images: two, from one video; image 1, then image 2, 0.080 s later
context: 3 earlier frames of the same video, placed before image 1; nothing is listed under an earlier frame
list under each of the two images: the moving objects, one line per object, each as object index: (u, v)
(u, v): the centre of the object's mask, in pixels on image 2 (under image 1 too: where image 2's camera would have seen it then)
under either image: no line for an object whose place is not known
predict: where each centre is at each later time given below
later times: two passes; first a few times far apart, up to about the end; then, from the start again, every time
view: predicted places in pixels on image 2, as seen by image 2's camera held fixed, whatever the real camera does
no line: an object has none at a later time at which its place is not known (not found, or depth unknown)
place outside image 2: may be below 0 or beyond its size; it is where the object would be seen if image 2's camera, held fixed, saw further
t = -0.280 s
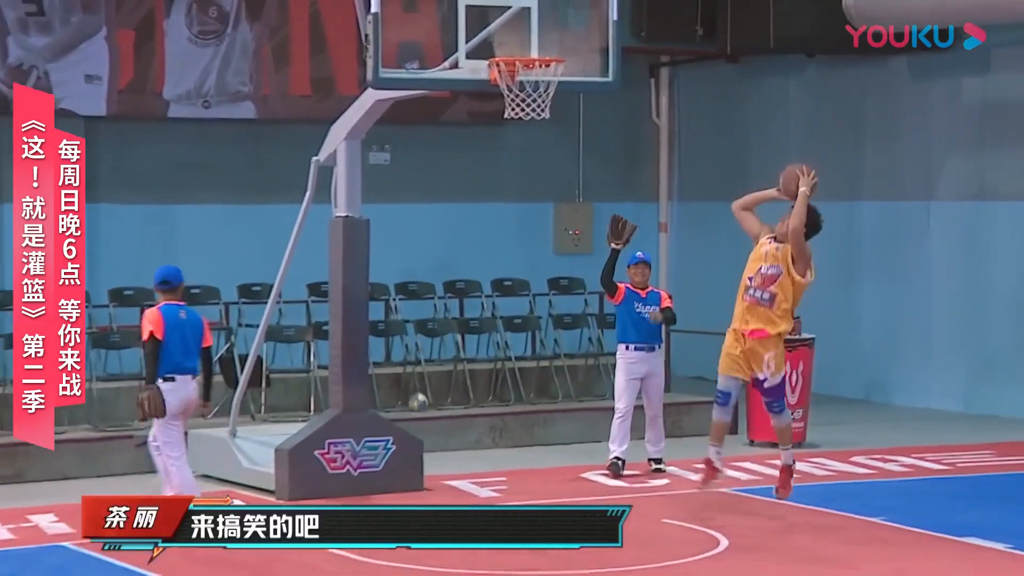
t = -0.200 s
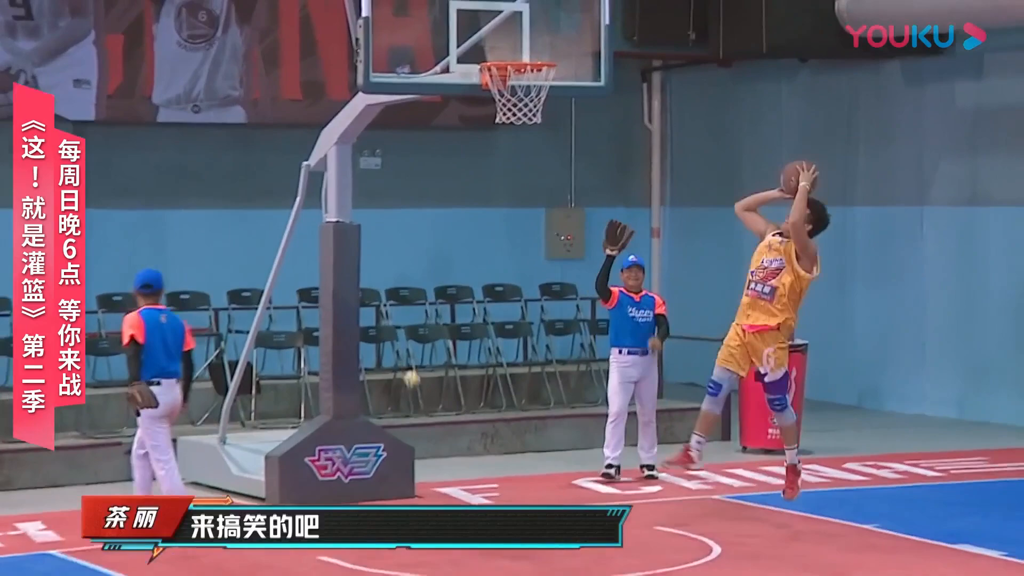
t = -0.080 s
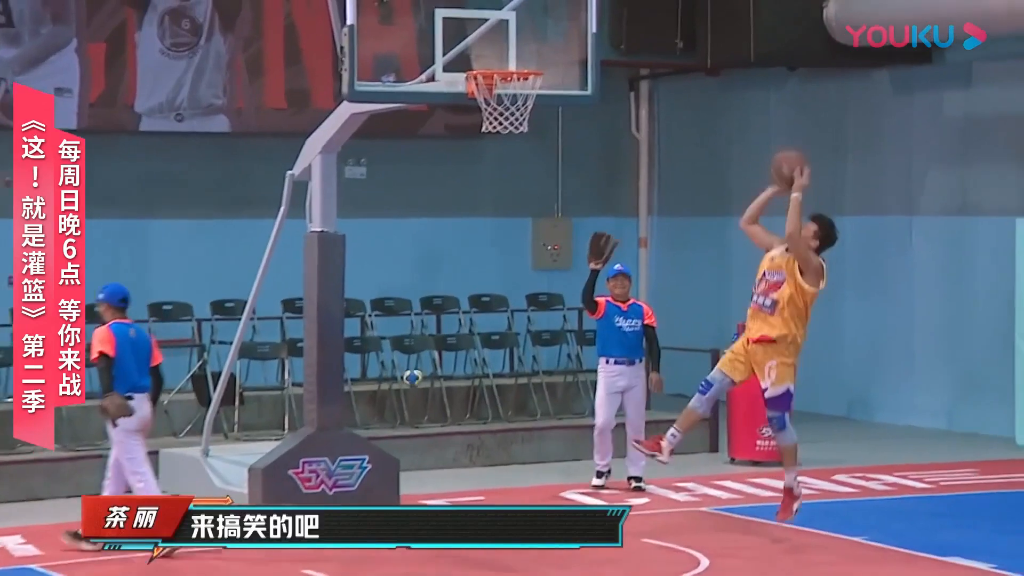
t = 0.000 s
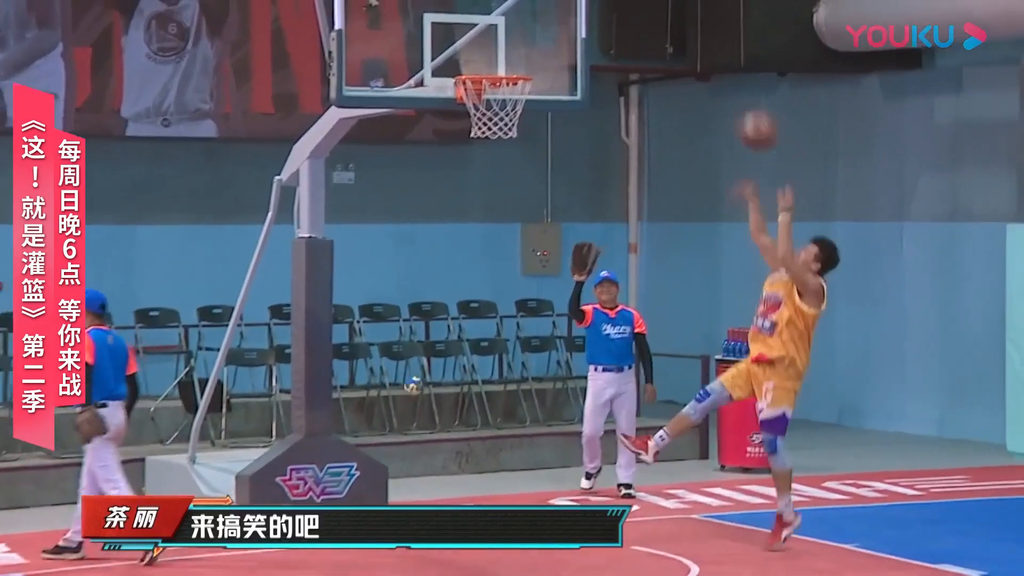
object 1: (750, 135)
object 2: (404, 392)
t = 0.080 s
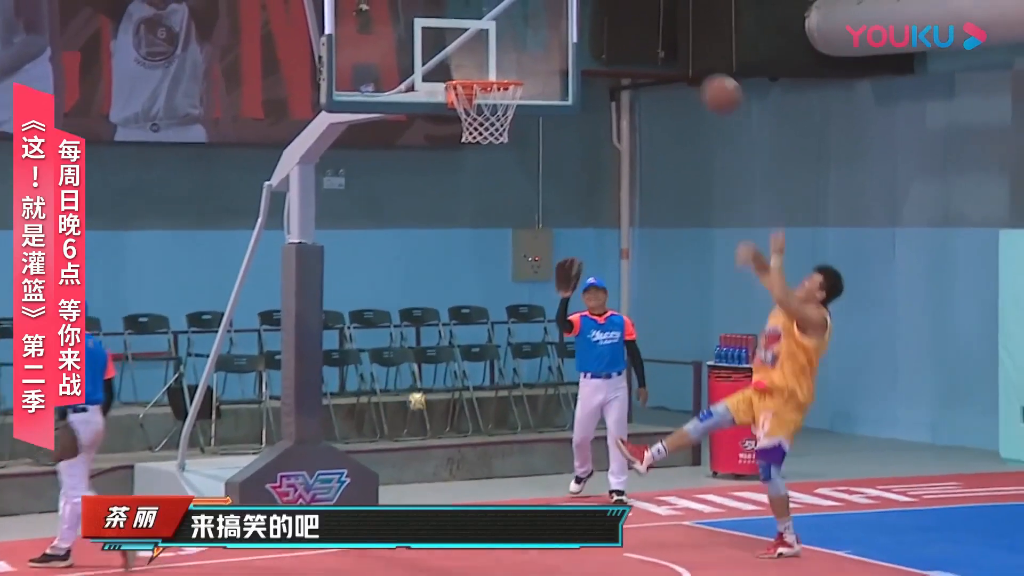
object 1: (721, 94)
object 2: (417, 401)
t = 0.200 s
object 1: (678, 48)
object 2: (435, 429)
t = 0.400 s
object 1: (605, 19)
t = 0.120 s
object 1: (707, 76)
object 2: (422, 408)
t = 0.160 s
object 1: (693, 61)
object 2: (429, 419)
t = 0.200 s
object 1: (678, 48)
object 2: (435, 429)
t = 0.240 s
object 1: (663, 38)
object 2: (440, 438)
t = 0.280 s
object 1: (649, 30)
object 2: (444, 436)
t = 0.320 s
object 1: (635, 23)
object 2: (448, 435)
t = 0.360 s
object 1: (619, 20)
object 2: (452, 436)
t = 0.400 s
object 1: (605, 19)
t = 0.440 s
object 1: (593, 19)
